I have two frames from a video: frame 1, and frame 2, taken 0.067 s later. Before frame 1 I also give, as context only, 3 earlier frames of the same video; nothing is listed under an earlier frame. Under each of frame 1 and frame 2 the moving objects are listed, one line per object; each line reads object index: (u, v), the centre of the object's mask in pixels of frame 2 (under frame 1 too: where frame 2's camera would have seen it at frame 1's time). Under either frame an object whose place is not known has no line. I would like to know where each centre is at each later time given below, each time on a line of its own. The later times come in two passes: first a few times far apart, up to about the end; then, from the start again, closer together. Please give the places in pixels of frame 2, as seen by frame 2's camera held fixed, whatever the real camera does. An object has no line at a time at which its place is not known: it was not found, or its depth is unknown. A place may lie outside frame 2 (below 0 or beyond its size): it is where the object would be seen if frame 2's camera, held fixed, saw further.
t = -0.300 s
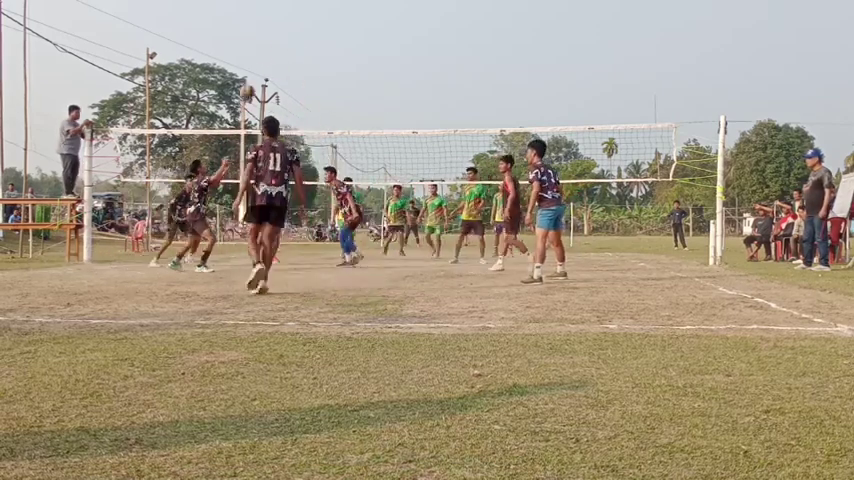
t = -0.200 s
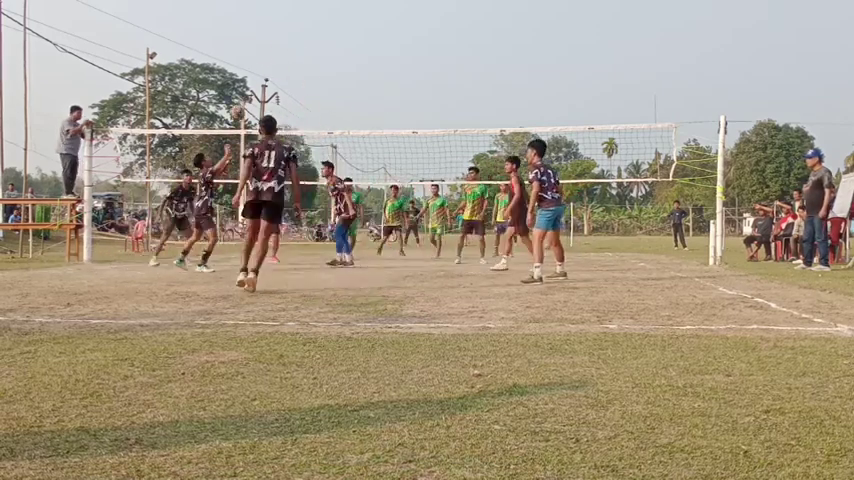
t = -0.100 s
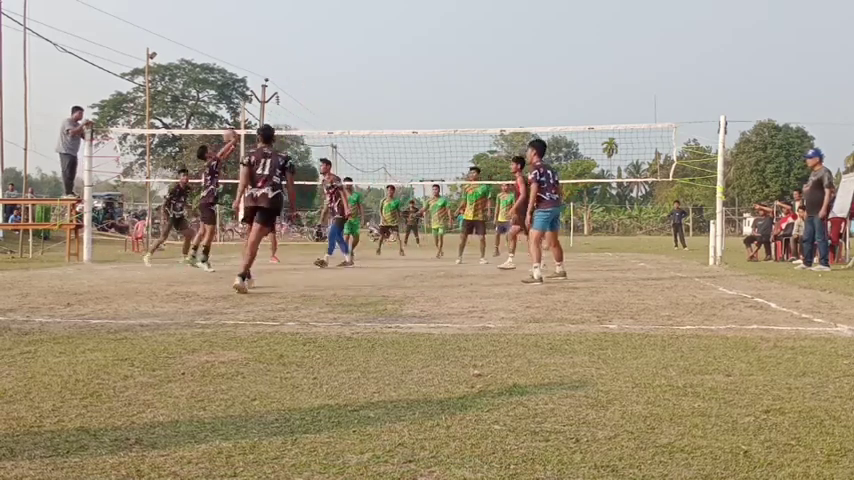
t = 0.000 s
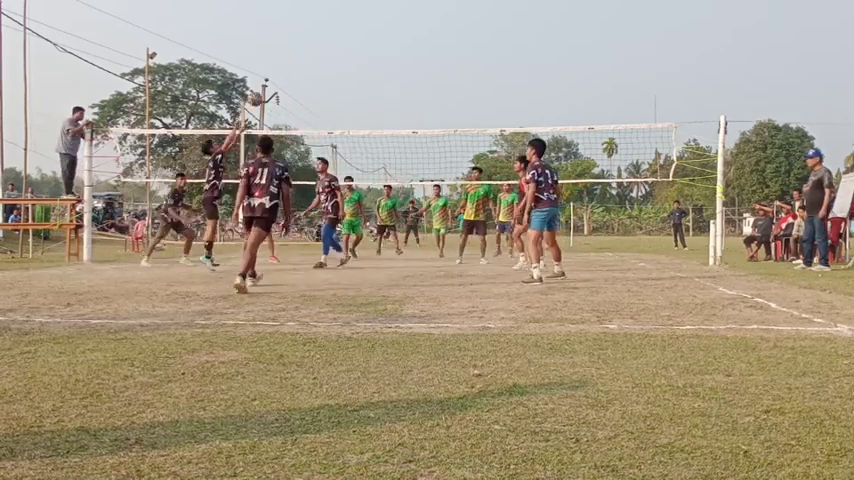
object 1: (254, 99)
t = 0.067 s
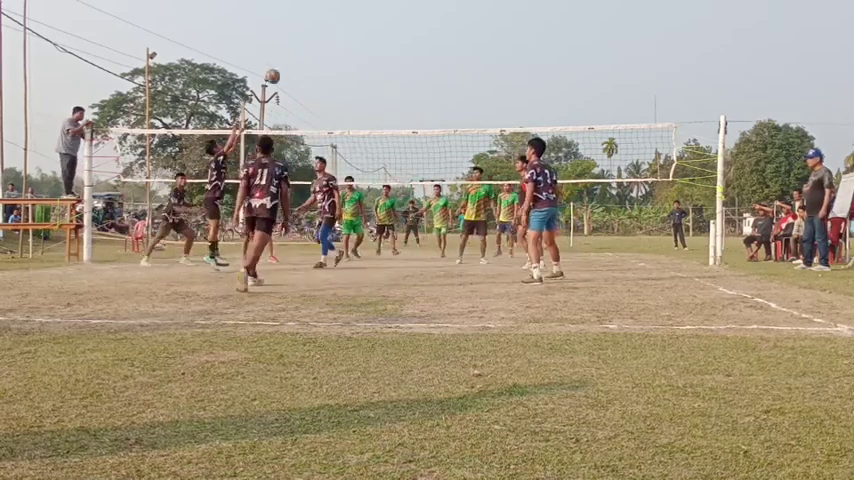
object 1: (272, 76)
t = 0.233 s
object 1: (314, 34)
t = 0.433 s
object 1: (363, 9)
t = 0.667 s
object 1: (414, 12)
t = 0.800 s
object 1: (442, 29)
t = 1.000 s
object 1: (481, 74)
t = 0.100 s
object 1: (281, 66)
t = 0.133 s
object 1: (290, 57)
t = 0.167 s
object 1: (298, 48)
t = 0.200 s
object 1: (306, 41)
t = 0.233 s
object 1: (314, 34)
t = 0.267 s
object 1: (323, 28)
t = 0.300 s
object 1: (331, 22)
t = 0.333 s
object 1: (339, 18)
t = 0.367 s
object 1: (347, 14)
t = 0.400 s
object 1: (355, 11)
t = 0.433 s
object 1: (363, 9)
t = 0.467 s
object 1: (370, 7)
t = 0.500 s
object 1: (378, 6)
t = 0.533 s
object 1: (385, 6)
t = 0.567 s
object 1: (392, 6)
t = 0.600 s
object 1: (400, 8)
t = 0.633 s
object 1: (407, 10)
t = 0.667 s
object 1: (414, 12)
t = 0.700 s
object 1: (421, 16)
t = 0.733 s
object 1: (428, 19)
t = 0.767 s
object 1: (435, 24)
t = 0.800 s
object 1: (442, 29)
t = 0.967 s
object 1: (474, 65)
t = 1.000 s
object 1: (481, 74)
